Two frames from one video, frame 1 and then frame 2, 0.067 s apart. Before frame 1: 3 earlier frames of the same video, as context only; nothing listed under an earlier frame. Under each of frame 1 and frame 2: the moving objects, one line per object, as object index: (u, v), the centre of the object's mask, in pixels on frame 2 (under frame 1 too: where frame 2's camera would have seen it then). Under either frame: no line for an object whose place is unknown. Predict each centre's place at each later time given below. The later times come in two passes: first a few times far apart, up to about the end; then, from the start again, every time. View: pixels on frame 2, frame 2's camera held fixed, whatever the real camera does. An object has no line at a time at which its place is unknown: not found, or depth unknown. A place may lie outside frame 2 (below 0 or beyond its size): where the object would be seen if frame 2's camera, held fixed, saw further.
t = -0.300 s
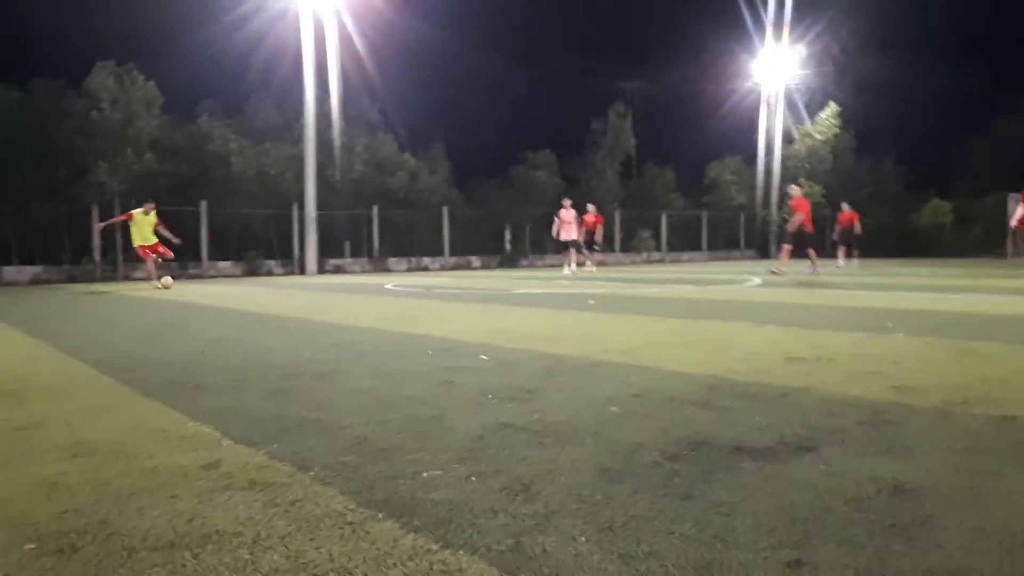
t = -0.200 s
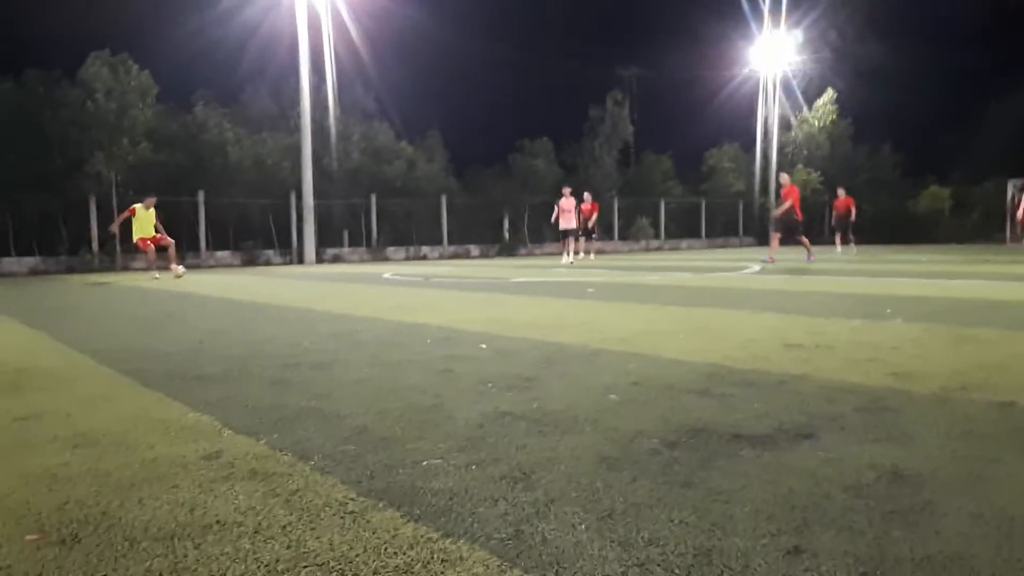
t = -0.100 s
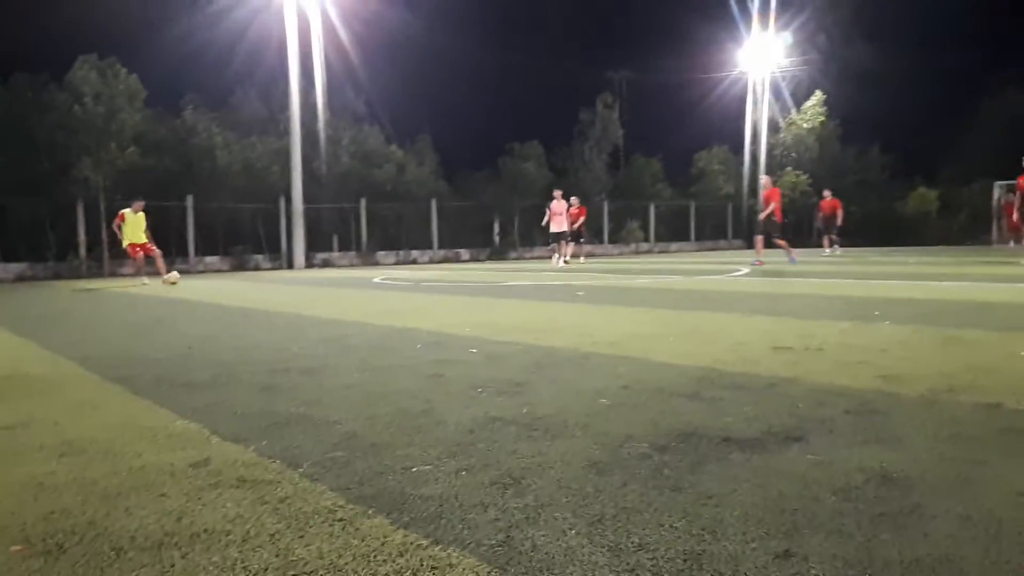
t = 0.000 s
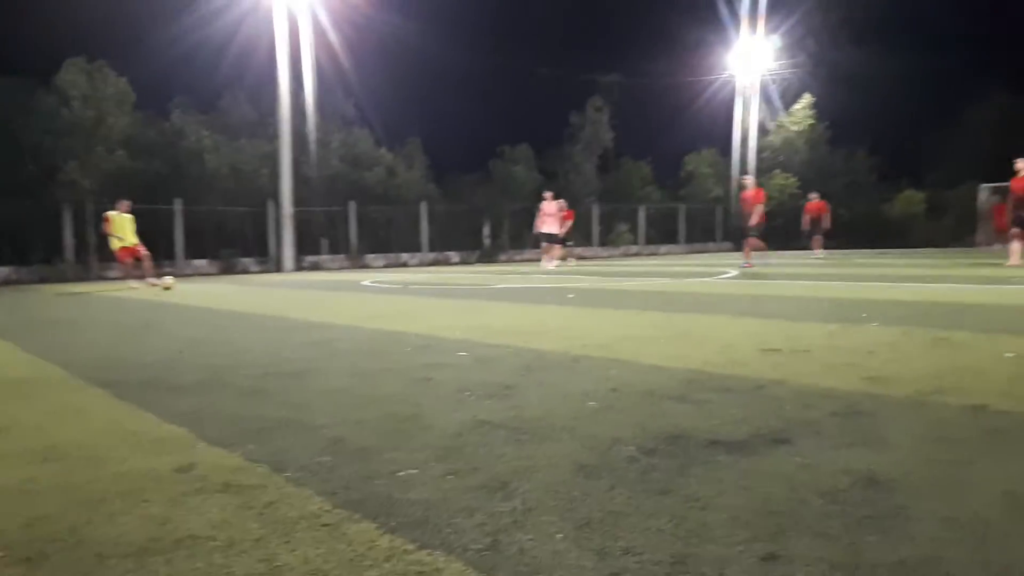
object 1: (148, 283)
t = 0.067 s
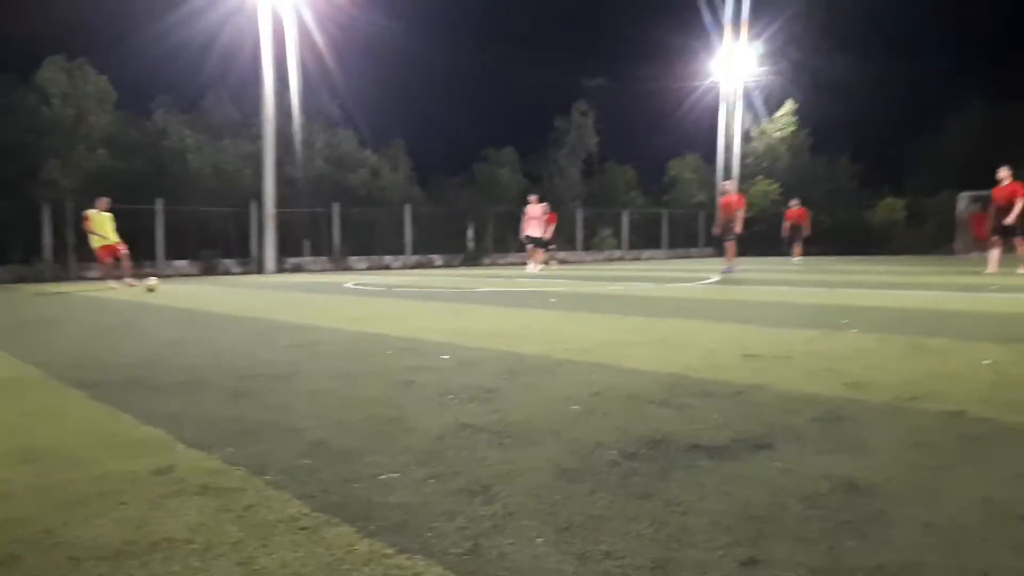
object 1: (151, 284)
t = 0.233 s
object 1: (162, 287)
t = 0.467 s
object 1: (181, 292)
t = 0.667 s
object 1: (200, 297)
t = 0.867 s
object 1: (223, 303)
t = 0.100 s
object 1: (153, 285)
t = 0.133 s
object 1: (155, 286)
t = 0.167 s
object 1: (158, 286)
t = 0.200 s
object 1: (160, 287)
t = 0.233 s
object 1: (162, 287)
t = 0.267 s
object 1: (165, 288)
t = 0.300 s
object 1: (168, 289)
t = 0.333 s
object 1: (170, 290)
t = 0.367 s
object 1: (173, 291)
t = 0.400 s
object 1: (176, 291)
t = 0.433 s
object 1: (179, 292)
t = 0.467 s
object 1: (181, 292)
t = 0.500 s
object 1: (184, 293)
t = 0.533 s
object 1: (187, 294)
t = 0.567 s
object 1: (191, 295)
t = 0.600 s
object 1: (194, 296)
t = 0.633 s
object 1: (197, 297)
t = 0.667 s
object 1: (200, 297)
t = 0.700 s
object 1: (204, 298)
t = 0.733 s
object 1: (207, 299)
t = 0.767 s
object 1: (211, 300)
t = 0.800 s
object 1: (215, 300)
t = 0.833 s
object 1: (219, 301)
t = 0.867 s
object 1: (223, 303)
